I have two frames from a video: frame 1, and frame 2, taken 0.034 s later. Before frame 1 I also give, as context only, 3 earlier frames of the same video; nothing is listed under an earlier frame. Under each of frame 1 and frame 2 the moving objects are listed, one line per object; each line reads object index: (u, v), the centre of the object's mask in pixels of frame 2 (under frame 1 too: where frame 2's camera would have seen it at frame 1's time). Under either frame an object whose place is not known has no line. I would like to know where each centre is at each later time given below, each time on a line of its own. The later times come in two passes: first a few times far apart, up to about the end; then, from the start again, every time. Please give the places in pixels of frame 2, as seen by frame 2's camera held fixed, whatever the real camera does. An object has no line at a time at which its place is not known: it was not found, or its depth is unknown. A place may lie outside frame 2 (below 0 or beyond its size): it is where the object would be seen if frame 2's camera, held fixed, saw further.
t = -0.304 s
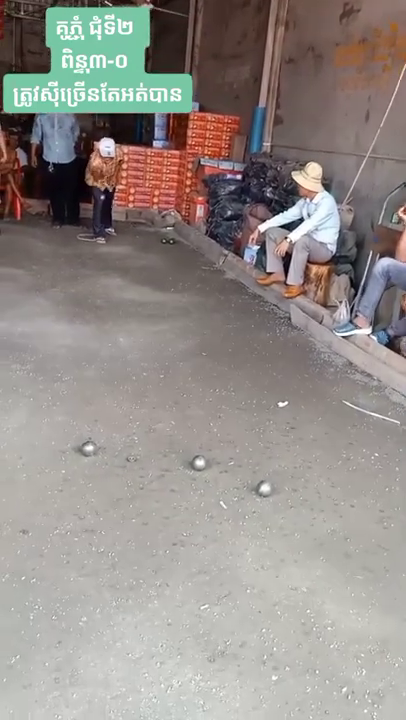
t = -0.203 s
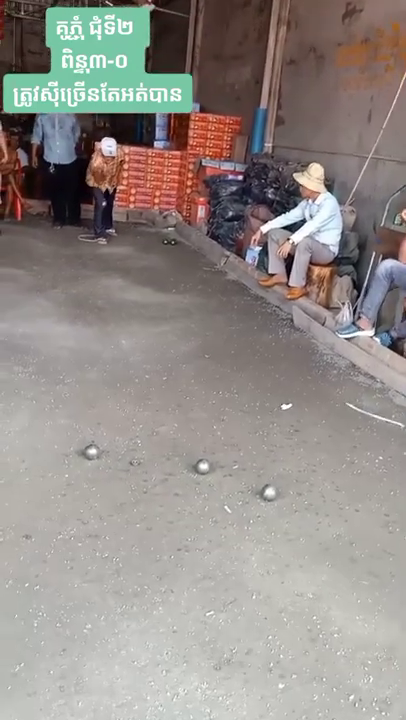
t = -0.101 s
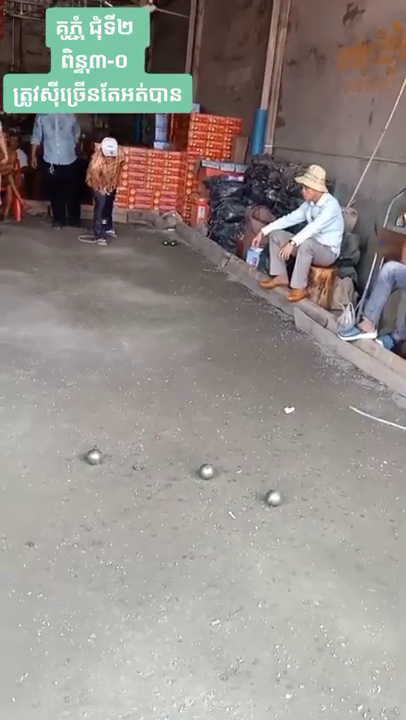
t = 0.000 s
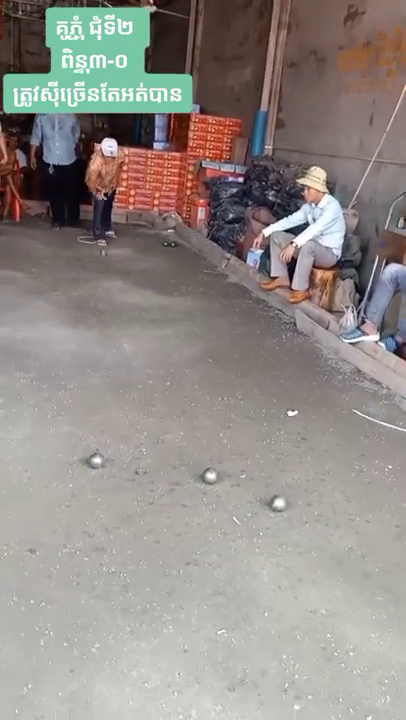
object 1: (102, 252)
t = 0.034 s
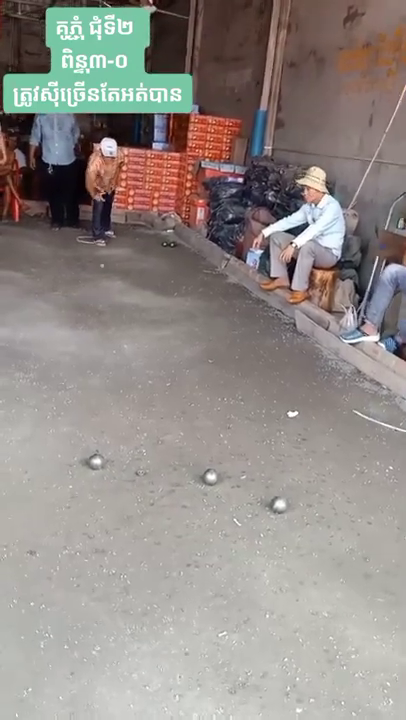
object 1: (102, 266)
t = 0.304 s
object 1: (100, 296)
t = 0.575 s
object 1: (102, 310)
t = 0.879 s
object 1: (107, 326)
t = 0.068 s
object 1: (101, 280)
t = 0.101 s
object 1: (100, 286)
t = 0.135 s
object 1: (101, 286)
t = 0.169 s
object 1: (101, 287)
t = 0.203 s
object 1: (101, 289)
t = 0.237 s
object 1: (100, 293)
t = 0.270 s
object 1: (100, 295)
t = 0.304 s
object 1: (100, 296)
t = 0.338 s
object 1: (100, 299)
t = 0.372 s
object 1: (100, 300)
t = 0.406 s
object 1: (101, 302)
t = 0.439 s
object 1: (101, 303)
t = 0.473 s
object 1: (101, 305)
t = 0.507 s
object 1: (101, 307)
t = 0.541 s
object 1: (101, 309)
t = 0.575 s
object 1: (102, 310)
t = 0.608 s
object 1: (102, 311)
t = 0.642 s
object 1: (103, 313)
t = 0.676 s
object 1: (104, 316)
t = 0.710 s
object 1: (104, 317)
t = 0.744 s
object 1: (105, 319)
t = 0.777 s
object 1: (105, 321)
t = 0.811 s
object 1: (106, 323)
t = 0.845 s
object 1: (106, 325)
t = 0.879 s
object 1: (107, 326)
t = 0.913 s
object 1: (108, 329)
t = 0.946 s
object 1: (108, 331)
